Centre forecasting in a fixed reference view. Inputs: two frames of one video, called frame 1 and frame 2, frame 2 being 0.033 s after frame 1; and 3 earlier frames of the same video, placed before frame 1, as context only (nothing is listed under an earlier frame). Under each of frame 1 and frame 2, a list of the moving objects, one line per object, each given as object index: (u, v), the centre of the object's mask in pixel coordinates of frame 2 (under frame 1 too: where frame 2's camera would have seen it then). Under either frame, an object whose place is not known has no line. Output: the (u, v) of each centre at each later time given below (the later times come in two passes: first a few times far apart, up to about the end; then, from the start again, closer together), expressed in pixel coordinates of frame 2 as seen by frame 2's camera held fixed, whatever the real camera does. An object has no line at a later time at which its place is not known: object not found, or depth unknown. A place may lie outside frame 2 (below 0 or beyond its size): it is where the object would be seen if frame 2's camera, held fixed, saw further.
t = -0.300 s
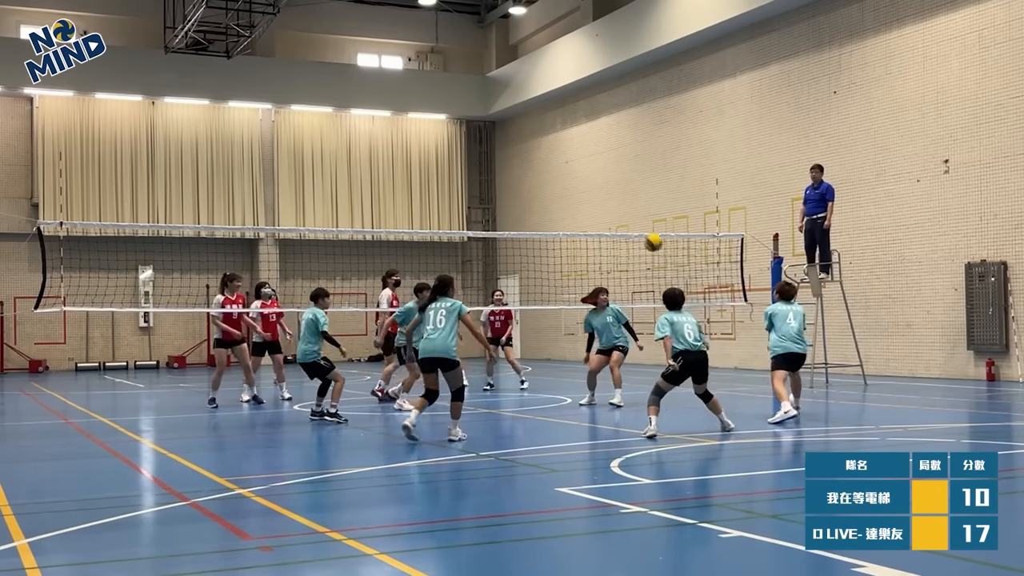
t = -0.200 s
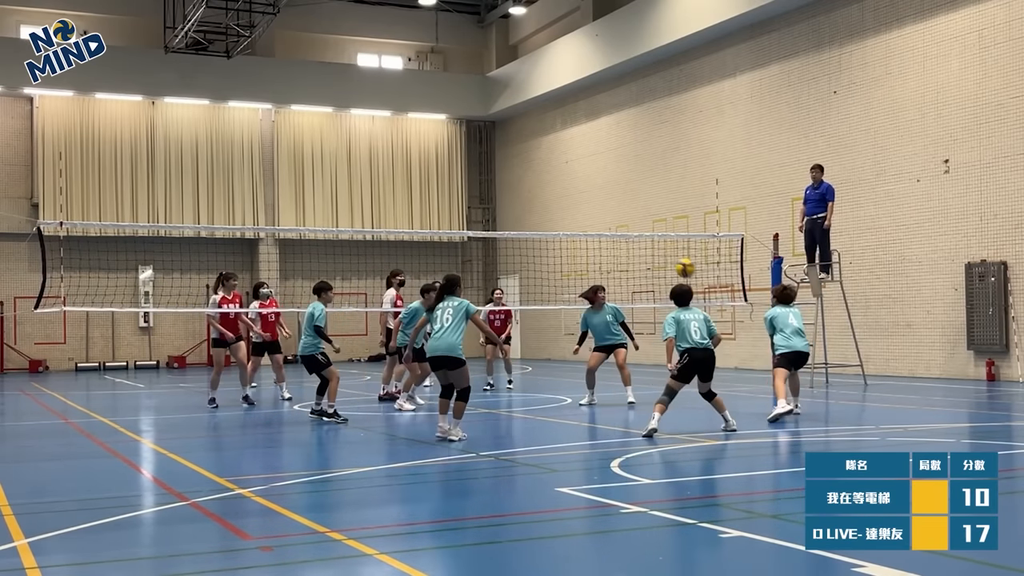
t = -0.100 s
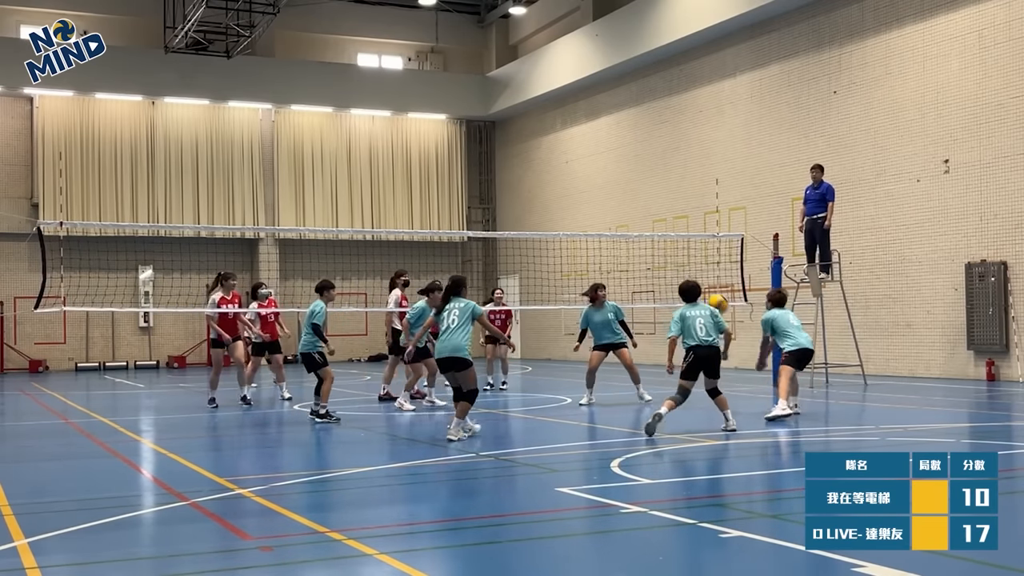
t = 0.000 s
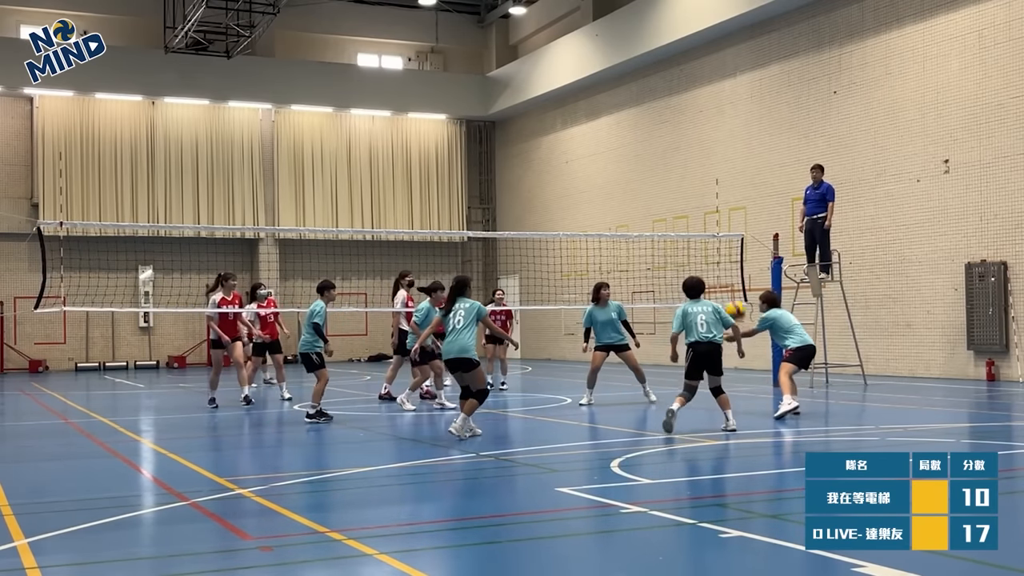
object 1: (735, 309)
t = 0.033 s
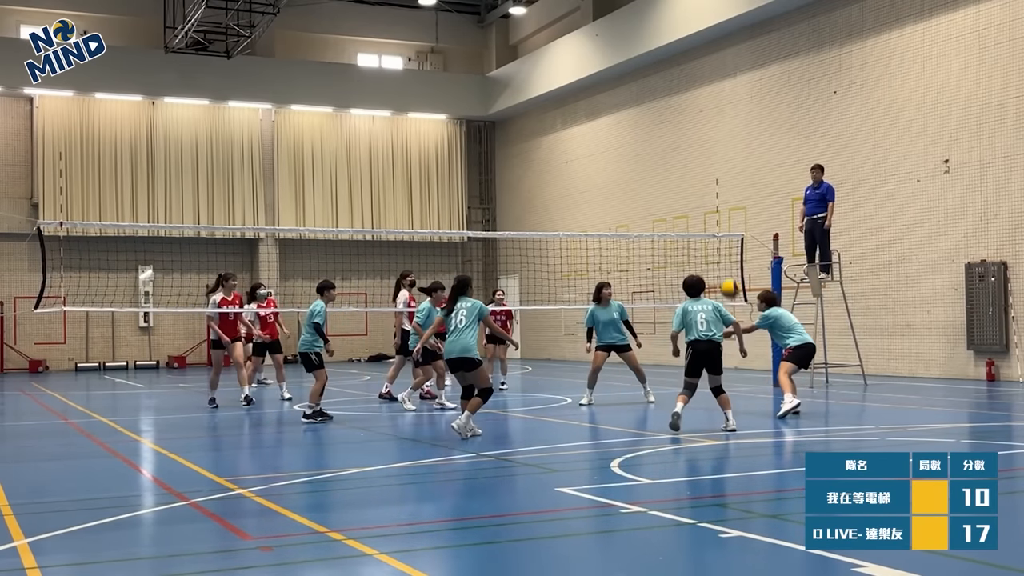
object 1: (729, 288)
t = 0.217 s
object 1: (702, 183)
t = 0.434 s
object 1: (671, 95)
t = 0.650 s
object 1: (639, 50)
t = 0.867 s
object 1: (610, 48)
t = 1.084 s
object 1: (579, 88)
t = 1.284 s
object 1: (551, 169)
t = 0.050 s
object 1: (727, 278)
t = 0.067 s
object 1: (725, 267)
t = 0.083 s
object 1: (723, 257)
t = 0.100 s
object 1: (720, 247)
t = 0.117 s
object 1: (716, 238)
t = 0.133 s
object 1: (714, 227)
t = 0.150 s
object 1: (712, 218)
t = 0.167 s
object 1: (710, 209)
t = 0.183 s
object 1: (708, 201)
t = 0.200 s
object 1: (705, 192)
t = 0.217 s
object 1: (702, 183)
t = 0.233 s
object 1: (700, 175)
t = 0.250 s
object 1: (697, 167)
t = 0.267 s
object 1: (695, 159)
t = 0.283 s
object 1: (692, 152)
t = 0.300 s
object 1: (689, 145)
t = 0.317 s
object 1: (687, 138)
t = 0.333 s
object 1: (685, 131)
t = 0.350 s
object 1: (683, 125)
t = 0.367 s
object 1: (680, 119)
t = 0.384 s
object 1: (677, 112)
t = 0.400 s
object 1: (675, 106)
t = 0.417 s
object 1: (673, 101)
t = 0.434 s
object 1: (671, 95)
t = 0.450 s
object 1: (668, 91)
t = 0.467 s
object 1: (666, 86)
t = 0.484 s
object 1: (663, 81)
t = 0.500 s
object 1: (661, 77)
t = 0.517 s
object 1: (659, 73)
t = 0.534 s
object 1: (656, 69)
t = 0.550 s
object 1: (654, 65)
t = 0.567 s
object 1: (651, 62)
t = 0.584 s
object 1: (649, 59)
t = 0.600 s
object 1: (647, 57)
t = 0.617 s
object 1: (644, 55)
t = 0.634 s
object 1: (642, 52)
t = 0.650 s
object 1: (639, 50)
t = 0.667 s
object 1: (637, 48)
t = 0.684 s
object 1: (635, 47)
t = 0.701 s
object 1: (633, 46)
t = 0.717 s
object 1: (631, 44)
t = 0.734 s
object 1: (628, 44)
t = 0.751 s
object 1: (626, 43)
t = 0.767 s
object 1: (624, 43)
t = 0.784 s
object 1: (621, 43)
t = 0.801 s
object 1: (619, 43)
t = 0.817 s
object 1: (616, 44)
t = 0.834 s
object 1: (614, 44)
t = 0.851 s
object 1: (612, 46)
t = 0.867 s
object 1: (610, 48)
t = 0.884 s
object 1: (607, 49)
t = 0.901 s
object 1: (605, 51)
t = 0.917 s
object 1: (602, 53)
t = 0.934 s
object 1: (600, 55)
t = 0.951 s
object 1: (598, 58)
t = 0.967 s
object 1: (596, 61)
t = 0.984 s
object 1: (593, 64)
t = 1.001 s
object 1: (591, 67)
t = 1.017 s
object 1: (589, 71)
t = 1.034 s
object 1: (586, 75)
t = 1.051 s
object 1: (584, 79)
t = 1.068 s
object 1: (581, 84)
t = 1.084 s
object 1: (579, 88)
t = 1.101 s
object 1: (577, 94)
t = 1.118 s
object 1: (574, 100)
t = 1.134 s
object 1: (572, 105)
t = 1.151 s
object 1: (570, 111)
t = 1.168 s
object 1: (567, 118)
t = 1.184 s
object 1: (565, 124)
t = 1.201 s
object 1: (563, 131)
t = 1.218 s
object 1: (561, 138)
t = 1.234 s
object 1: (558, 145)
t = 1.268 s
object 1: (553, 161)
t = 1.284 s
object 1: (551, 169)
